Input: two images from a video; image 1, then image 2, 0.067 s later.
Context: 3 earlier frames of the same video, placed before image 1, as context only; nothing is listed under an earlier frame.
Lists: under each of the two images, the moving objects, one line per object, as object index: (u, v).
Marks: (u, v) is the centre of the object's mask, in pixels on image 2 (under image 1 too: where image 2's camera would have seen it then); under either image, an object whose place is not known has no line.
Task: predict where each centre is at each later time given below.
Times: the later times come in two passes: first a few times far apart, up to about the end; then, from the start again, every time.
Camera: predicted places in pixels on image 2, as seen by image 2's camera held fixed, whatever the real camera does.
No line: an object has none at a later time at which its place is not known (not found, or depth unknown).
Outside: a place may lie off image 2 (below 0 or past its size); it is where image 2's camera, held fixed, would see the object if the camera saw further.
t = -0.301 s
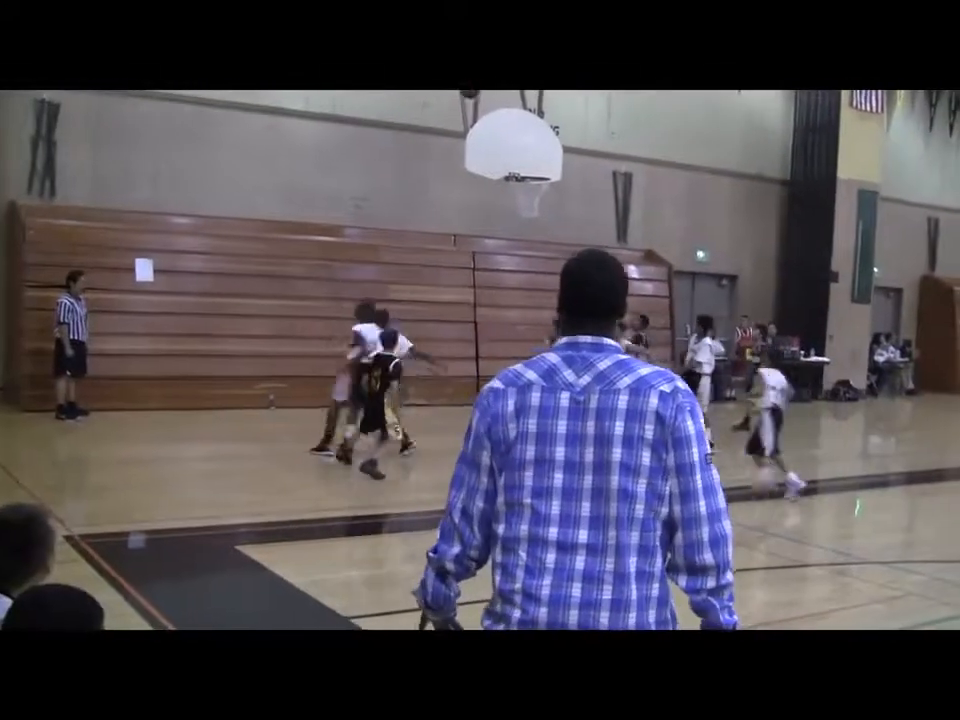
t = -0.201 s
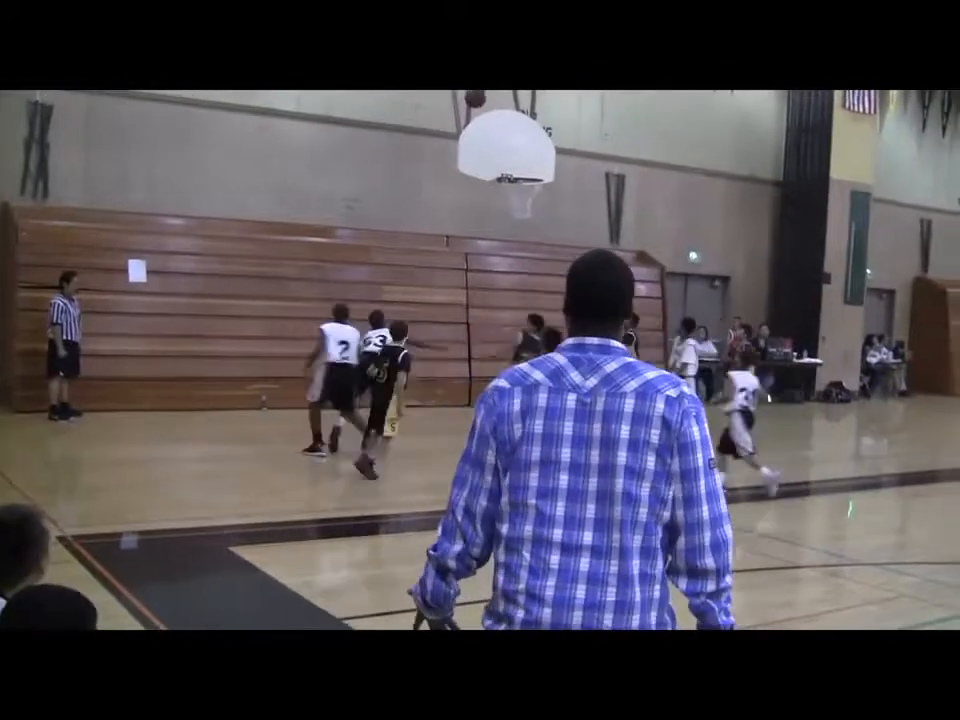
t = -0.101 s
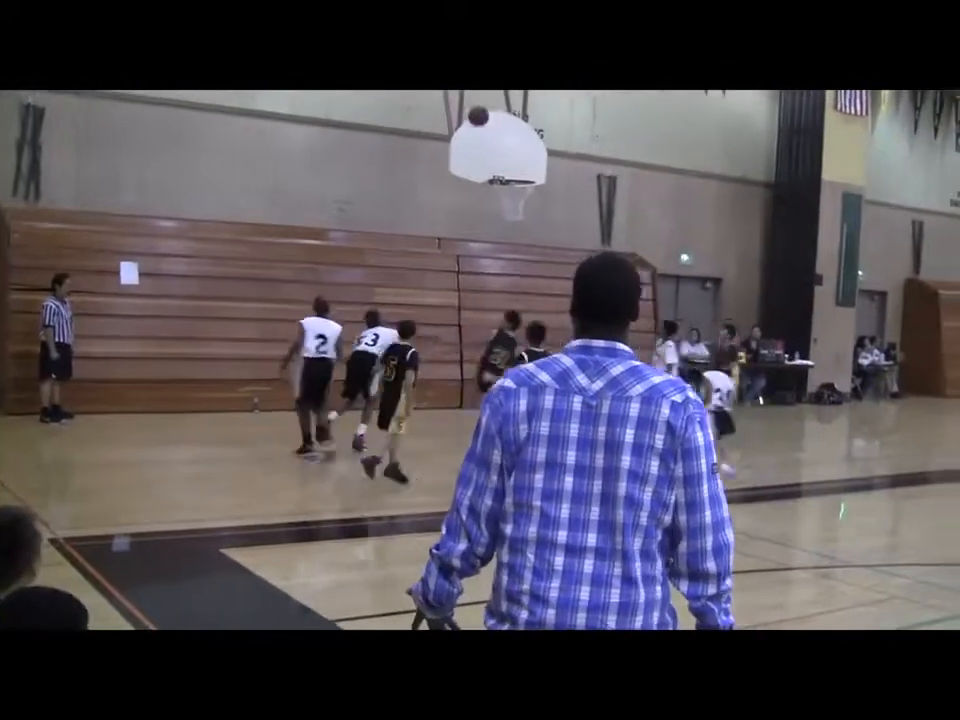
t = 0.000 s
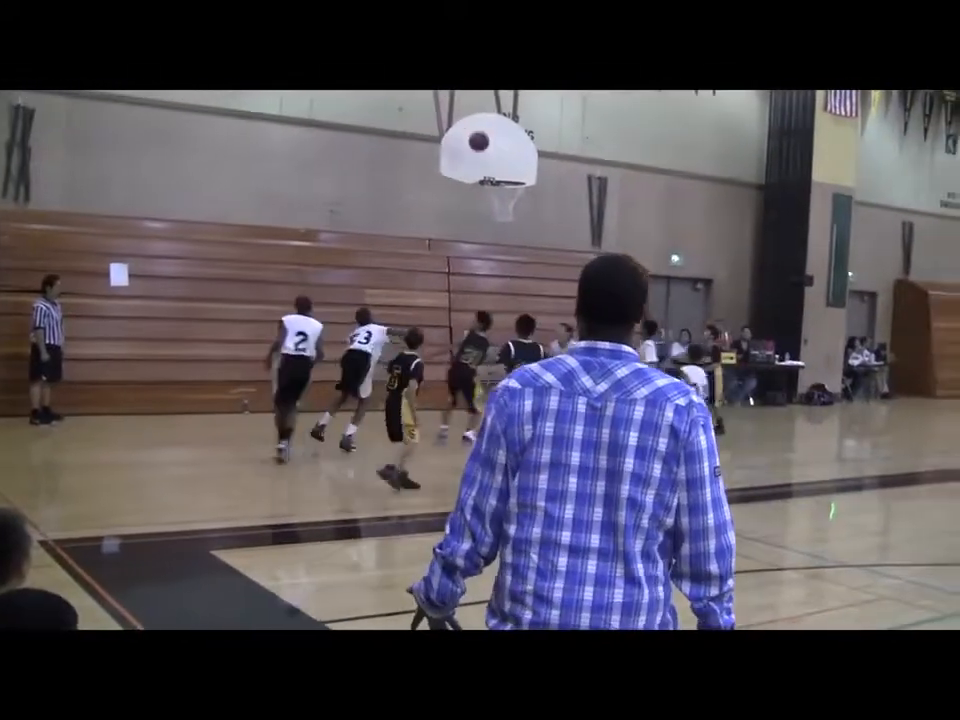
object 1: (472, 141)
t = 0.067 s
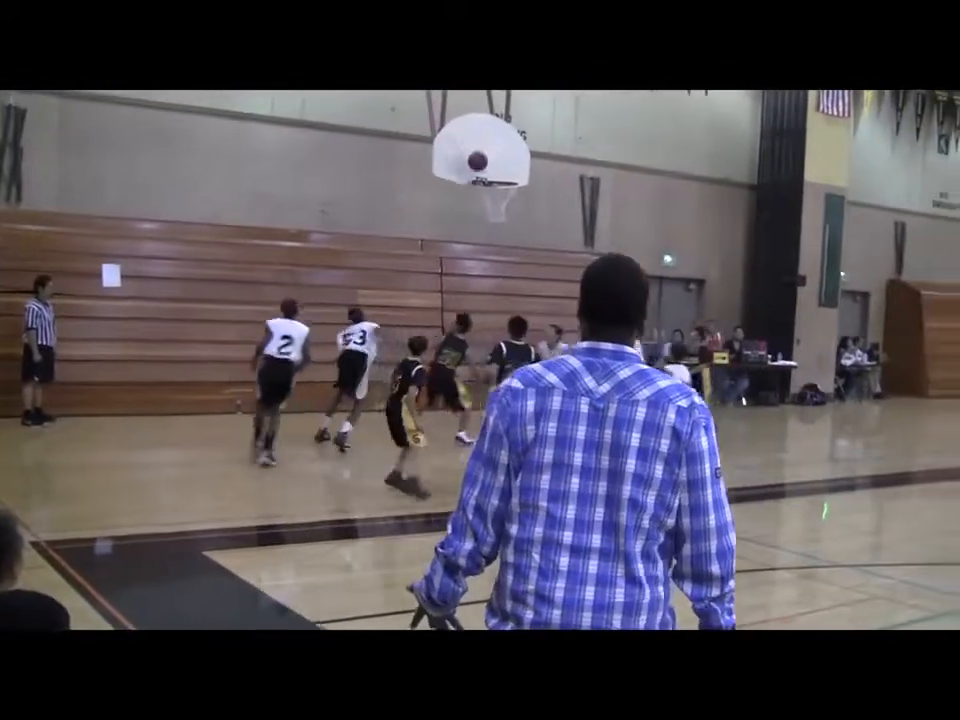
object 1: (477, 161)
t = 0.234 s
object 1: (486, 145)
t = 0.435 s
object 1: (498, 133)
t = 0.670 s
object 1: (512, 161)
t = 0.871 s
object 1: (523, 220)
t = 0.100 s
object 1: (479, 171)
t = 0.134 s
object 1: (480, 164)
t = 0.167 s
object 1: (482, 156)
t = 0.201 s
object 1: (484, 150)
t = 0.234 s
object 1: (486, 145)
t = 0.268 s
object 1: (488, 141)
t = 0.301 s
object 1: (490, 137)
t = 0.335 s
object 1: (492, 135)
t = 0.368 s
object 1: (494, 133)
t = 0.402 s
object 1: (495, 133)
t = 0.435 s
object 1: (498, 133)
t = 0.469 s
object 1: (500, 134)
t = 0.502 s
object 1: (502, 137)
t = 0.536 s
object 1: (504, 140)
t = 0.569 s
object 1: (506, 144)
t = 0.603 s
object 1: (508, 149)
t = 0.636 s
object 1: (510, 155)
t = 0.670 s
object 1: (512, 161)
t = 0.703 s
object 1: (513, 168)
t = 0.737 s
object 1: (515, 177)
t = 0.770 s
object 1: (518, 187)
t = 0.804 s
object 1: (520, 197)
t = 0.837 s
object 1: (521, 208)
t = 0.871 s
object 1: (523, 220)
